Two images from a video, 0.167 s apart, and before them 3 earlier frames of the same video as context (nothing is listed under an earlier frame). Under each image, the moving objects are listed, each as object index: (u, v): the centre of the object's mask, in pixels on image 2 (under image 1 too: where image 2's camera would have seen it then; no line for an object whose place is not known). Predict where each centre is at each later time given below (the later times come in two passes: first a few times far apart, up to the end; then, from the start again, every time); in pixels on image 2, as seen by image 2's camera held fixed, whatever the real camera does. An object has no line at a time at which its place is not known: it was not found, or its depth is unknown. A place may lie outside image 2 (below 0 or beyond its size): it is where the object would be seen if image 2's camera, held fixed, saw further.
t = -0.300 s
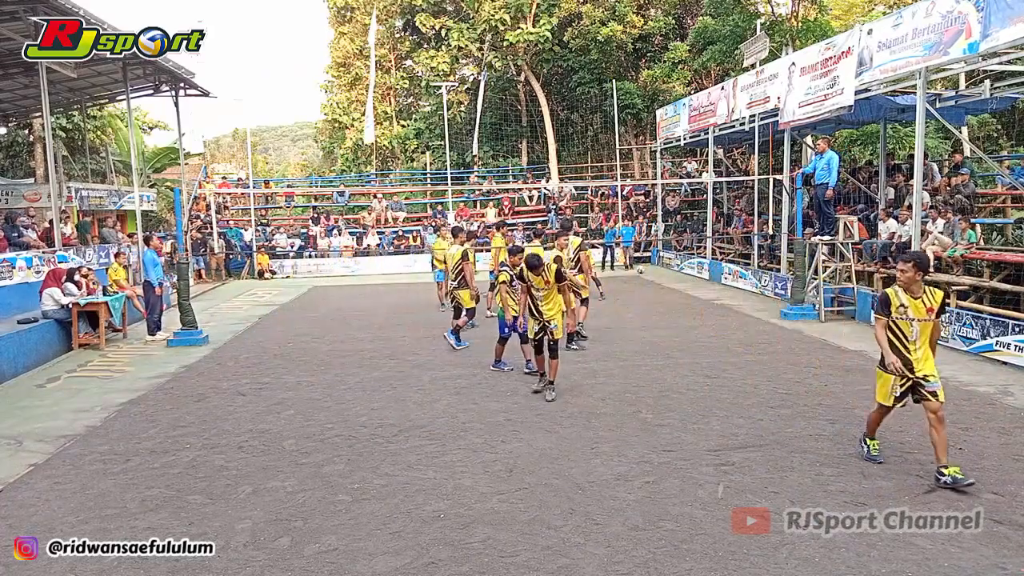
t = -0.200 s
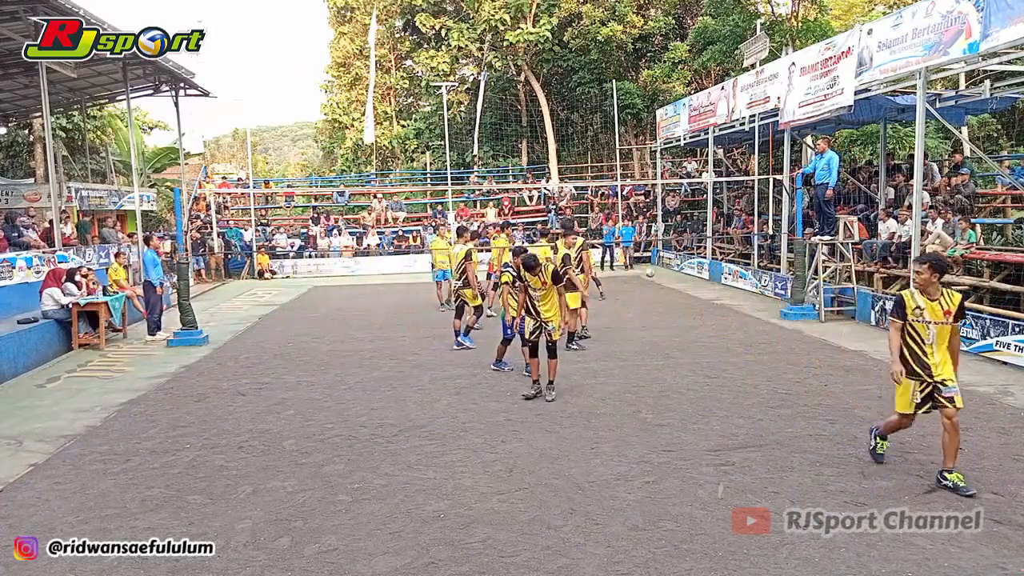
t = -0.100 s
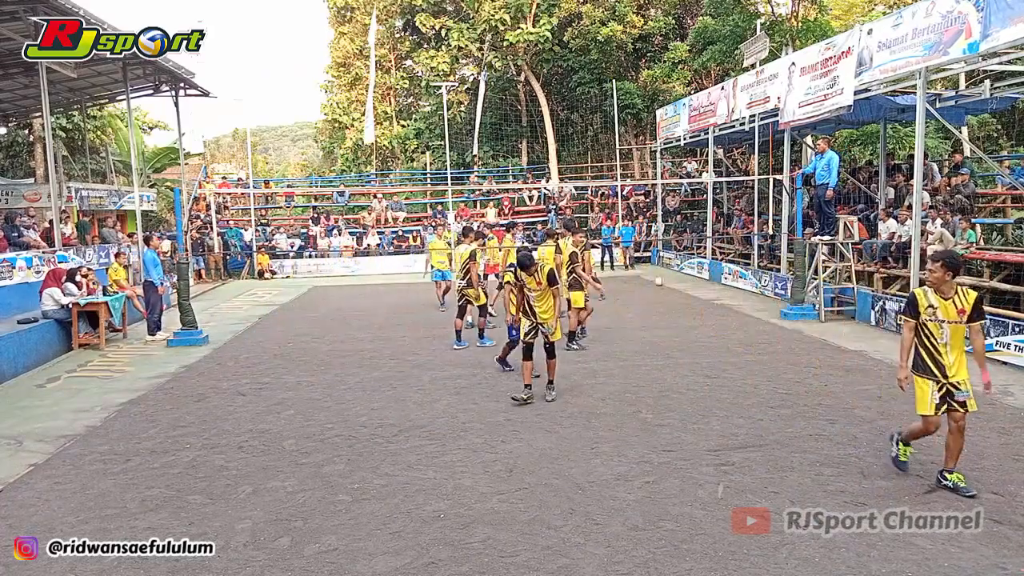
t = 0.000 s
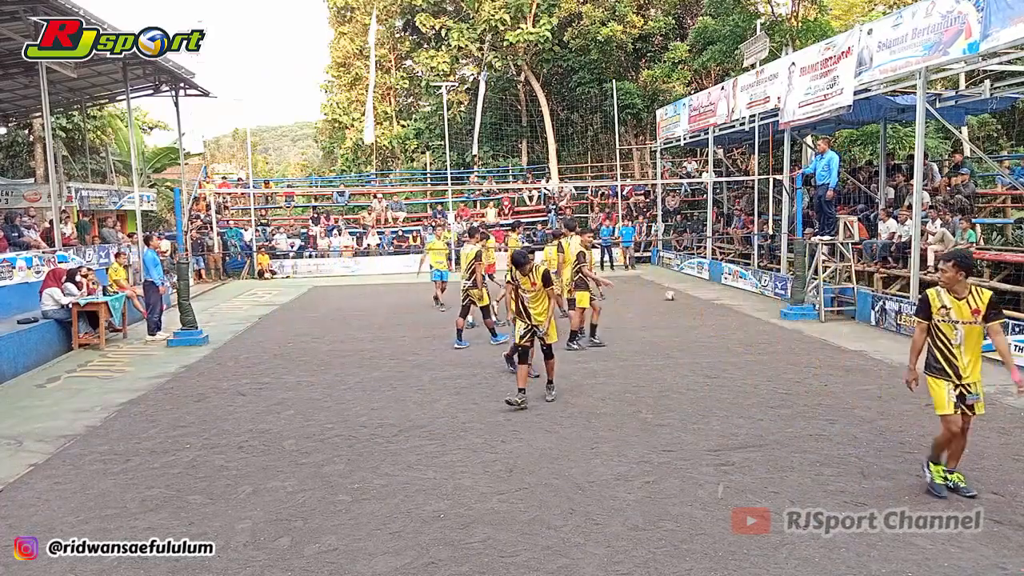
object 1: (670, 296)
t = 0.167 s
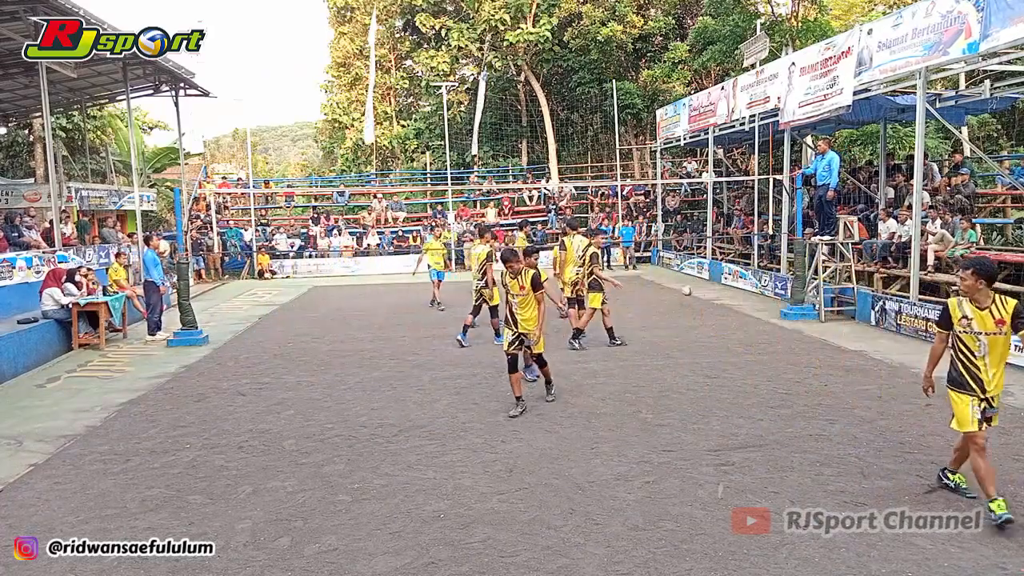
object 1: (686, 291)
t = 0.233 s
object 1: (694, 293)
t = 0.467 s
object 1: (725, 314)
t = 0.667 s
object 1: (756, 323)
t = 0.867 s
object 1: (793, 338)
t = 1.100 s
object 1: (846, 363)
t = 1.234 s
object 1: (886, 370)
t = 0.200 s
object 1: (691, 292)
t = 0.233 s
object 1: (694, 293)
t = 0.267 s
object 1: (699, 295)
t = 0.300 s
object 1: (702, 298)
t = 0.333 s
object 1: (706, 301)
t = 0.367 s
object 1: (711, 305)
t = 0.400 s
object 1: (715, 310)
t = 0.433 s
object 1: (720, 315)
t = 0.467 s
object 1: (725, 314)
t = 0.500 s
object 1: (729, 313)
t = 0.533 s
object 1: (734, 314)
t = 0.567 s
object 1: (740, 315)
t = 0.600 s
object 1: (744, 316)
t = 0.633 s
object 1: (751, 319)
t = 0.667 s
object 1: (756, 323)
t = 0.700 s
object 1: (761, 327)
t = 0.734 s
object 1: (768, 333)
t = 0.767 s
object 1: (774, 337)
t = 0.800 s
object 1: (780, 336)
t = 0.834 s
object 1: (787, 336)
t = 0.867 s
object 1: (793, 338)
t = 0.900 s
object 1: (799, 339)
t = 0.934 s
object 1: (808, 342)
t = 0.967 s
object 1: (814, 347)
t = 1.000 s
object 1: (822, 352)
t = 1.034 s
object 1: (831, 359)
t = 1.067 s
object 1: (838, 364)
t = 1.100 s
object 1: (846, 363)
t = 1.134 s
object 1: (857, 363)
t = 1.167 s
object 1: (866, 364)
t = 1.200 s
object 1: (875, 366)
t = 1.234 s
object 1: (886, 370)
